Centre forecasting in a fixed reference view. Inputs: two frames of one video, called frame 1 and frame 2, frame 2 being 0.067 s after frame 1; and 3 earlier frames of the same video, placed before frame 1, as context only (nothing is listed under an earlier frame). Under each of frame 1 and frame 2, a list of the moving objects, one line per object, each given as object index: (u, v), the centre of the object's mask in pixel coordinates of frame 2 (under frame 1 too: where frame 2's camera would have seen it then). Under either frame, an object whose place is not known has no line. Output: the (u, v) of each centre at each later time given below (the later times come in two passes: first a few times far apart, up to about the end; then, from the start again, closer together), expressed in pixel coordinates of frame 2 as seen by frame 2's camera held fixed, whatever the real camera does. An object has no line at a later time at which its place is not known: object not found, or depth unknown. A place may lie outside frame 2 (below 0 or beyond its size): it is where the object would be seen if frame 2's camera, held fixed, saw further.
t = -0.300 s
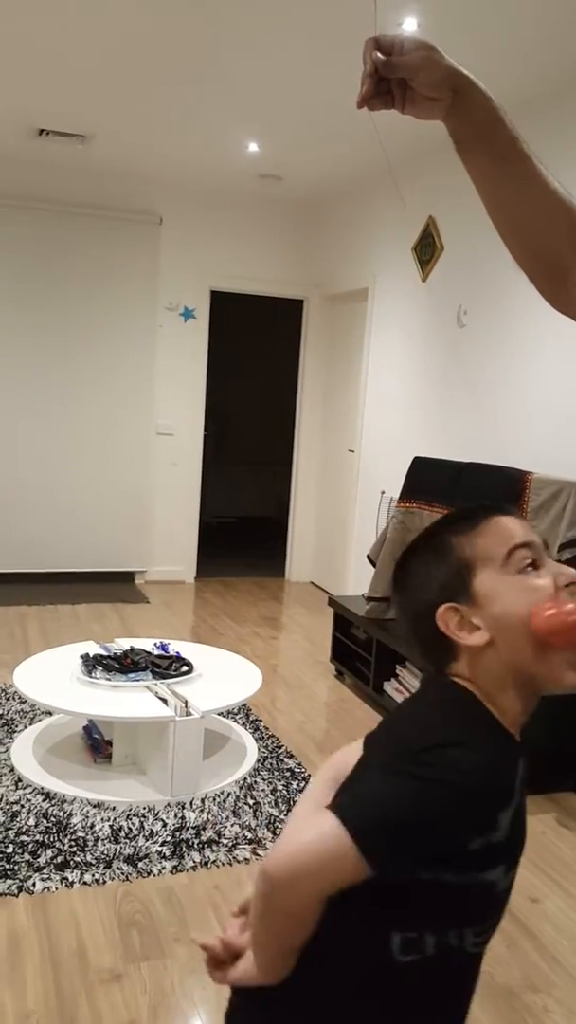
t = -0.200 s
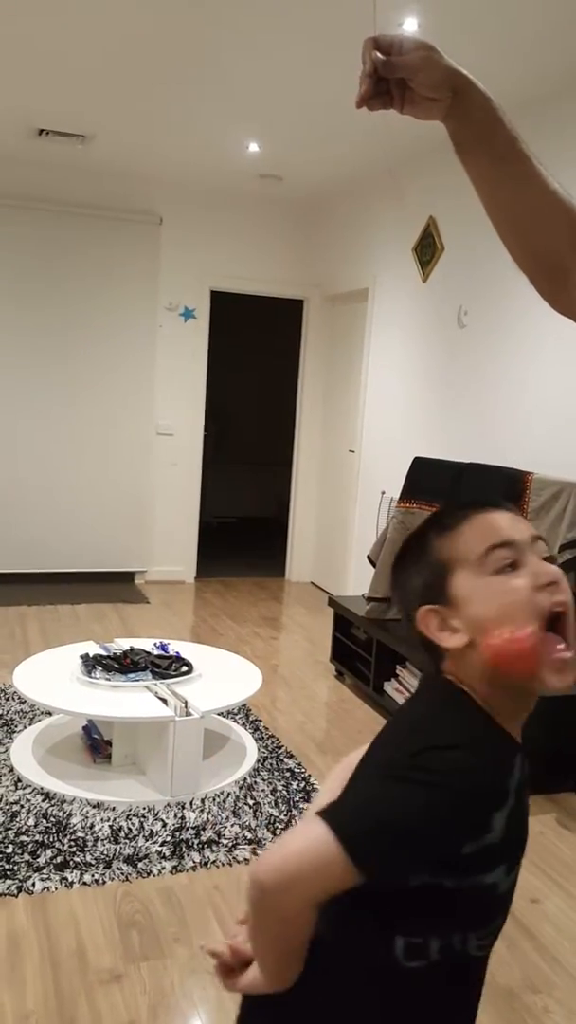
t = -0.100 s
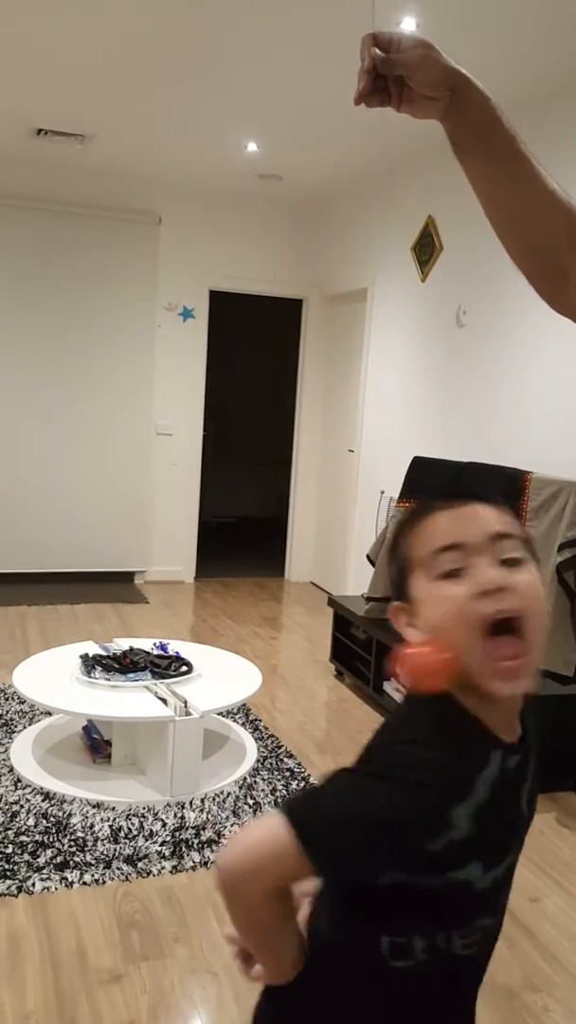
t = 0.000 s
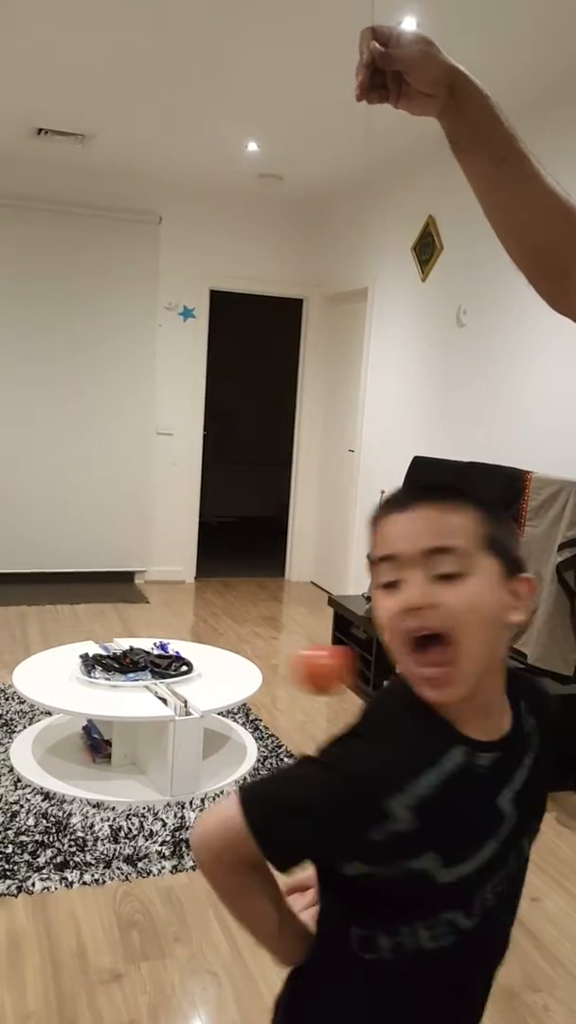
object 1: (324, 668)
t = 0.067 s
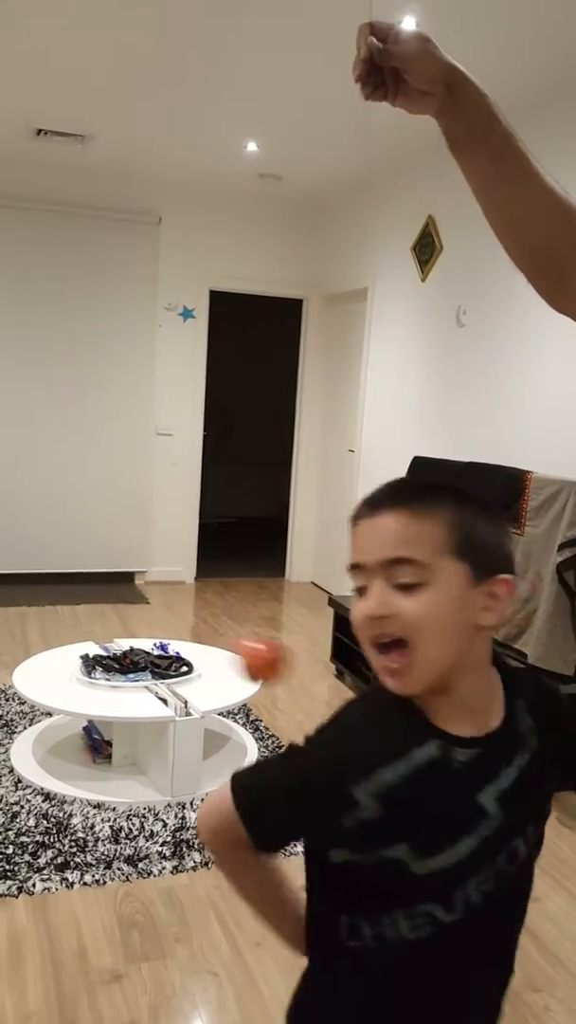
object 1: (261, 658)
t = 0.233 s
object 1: (164, 608)
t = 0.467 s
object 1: (165, 558)
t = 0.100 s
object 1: (232, 648)
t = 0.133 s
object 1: (211, 638)
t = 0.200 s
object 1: (176, 620)
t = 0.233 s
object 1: (164, 608)
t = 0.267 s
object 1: (158, 598)
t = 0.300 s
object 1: (153, 588)
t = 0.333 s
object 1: (152, 579)
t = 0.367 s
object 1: (152, 572)
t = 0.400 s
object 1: (154, 566)
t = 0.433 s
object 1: (158, 562)
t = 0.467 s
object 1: (165, 558)
